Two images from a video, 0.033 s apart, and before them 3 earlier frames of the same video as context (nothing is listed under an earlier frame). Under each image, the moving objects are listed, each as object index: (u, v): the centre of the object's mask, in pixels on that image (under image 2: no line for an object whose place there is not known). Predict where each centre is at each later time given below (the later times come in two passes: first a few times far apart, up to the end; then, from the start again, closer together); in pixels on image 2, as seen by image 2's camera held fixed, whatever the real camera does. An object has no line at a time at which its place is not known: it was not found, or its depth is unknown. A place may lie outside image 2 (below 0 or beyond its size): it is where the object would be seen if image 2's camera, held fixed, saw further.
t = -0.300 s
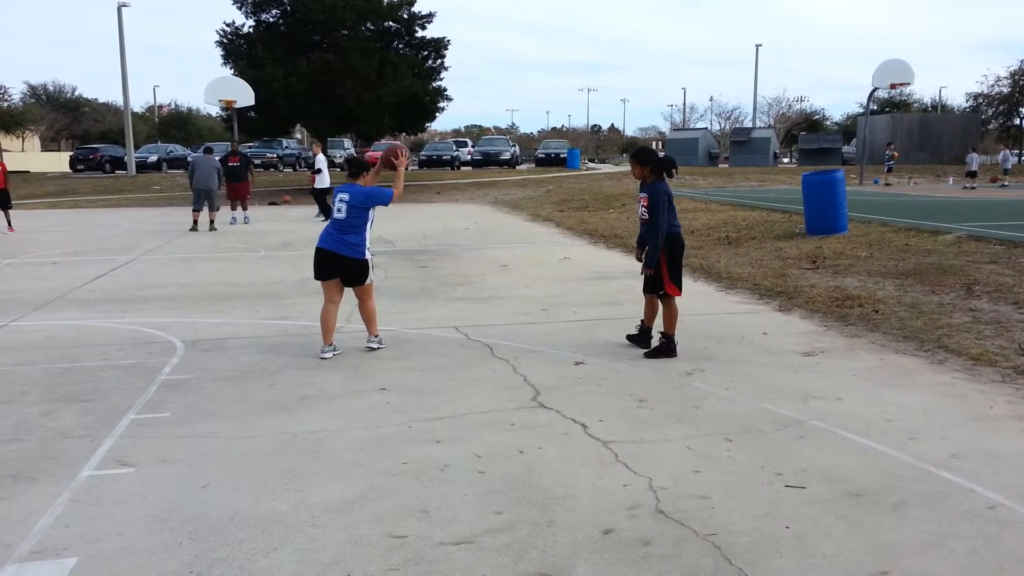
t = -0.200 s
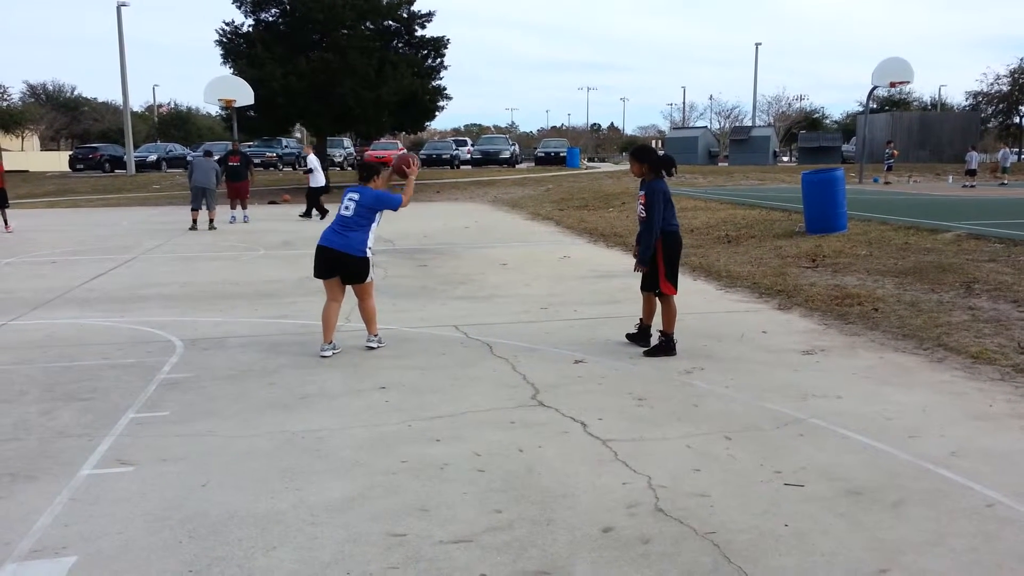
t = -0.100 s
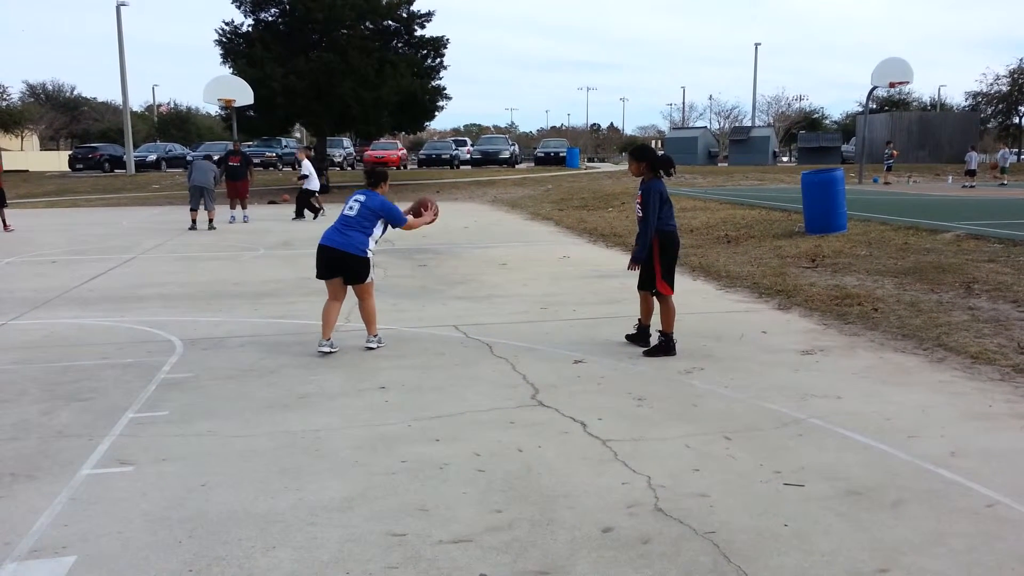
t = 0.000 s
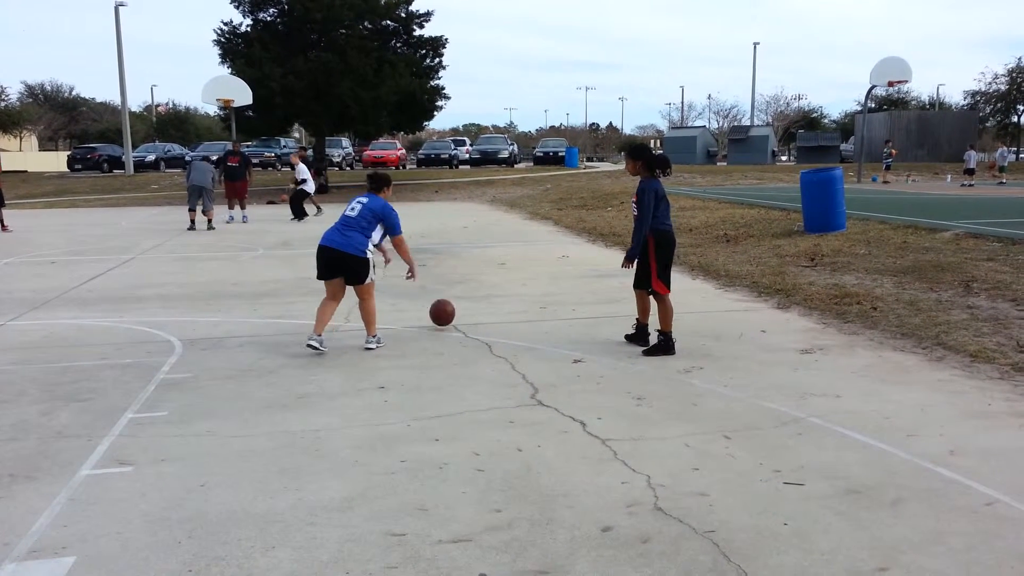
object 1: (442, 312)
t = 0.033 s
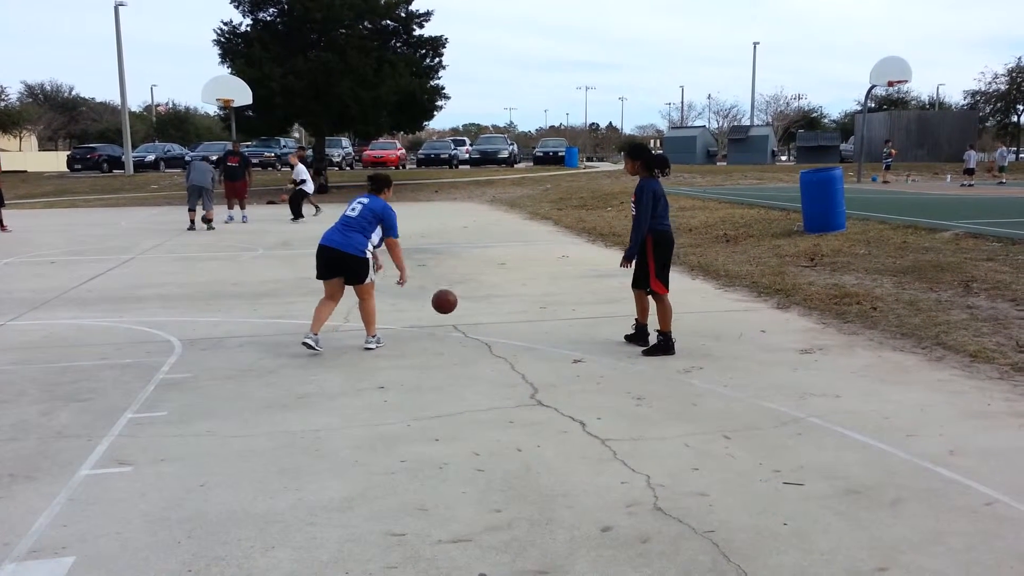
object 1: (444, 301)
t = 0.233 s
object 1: (456, 172)
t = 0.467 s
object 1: (468, 73)
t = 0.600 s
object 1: (475, 43)
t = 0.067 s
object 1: (446, 277)
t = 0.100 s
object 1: (448, 254)
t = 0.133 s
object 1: (450, 232)
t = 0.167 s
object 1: (451, 211)
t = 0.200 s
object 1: (454, 191)
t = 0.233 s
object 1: (456, 172)
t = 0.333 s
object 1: (461, 122)
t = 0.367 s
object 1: (463, 108)
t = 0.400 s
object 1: (465, 95)
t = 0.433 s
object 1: (466, 83)
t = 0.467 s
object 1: (468, 73)
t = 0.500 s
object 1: (470, 64)
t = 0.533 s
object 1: (471, 55)
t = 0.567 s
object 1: (473, 49)
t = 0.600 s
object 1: (475, 43)
